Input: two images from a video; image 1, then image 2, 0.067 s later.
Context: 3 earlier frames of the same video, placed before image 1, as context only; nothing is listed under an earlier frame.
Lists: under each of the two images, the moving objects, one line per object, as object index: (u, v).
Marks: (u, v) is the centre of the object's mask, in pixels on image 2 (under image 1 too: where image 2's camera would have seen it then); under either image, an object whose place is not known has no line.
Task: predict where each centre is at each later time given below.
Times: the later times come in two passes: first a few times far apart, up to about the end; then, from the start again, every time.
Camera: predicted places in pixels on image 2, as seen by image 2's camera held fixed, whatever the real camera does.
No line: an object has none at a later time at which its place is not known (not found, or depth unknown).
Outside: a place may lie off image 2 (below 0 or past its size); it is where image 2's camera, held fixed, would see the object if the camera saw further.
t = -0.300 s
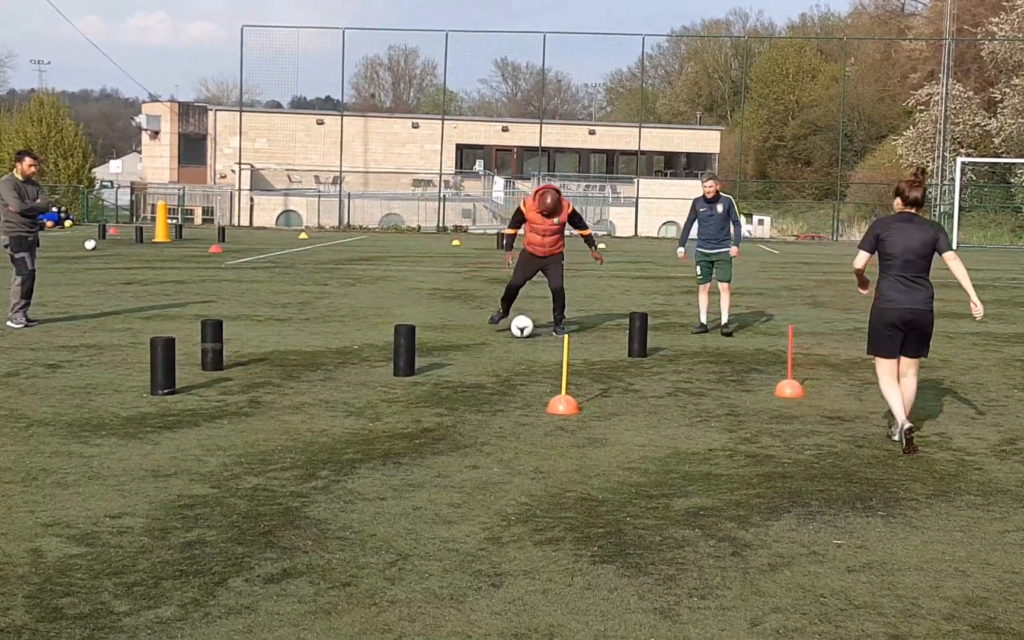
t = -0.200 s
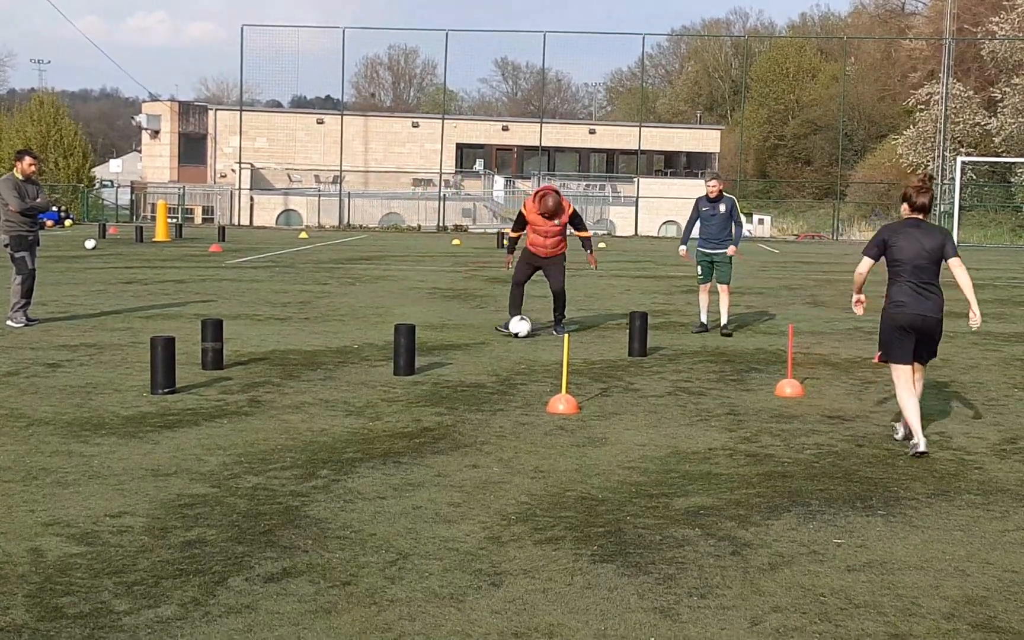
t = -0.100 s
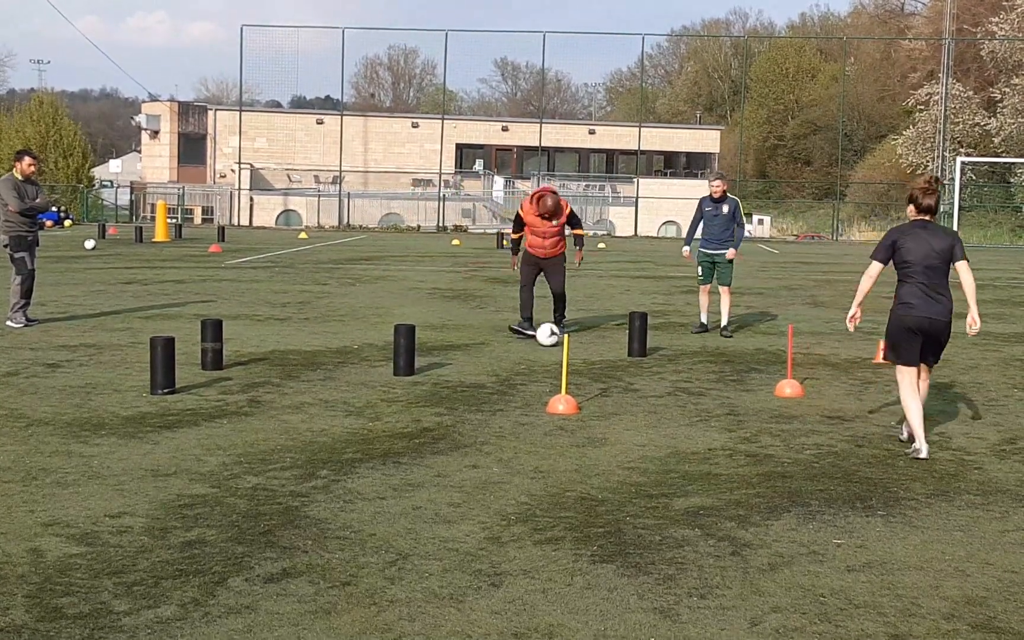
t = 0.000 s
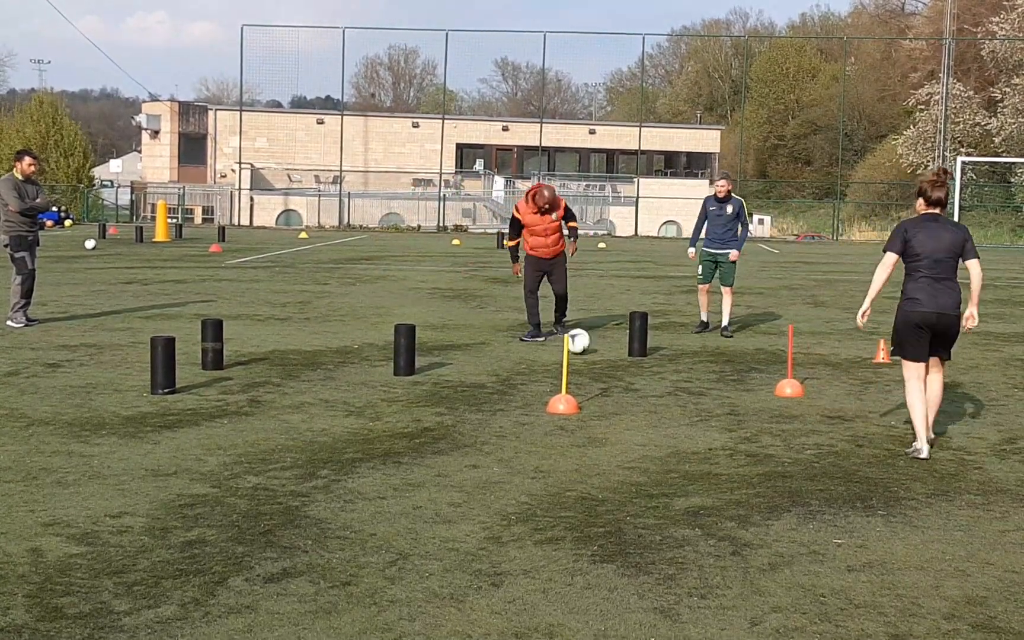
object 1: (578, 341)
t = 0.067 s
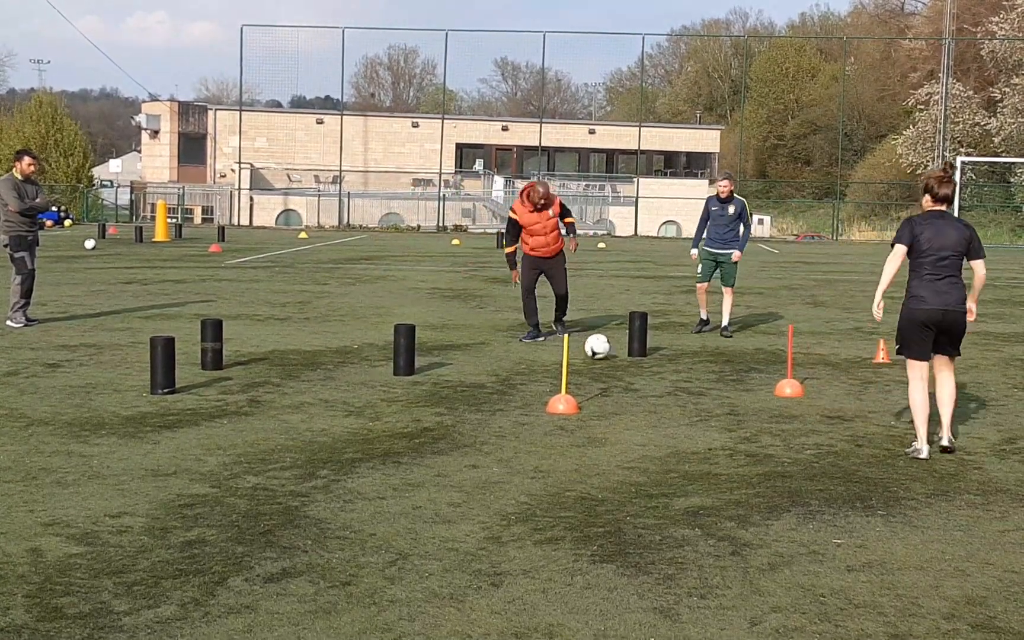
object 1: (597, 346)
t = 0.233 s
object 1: (646, 359)
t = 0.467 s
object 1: (711, 375)
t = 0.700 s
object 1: (780, 395)
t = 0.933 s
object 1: (857, 415)
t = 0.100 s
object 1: (607, 348)
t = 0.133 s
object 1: (617, 351)
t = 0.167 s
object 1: (627, 354)
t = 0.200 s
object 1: (637, 356)
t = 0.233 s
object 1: (646, 359)
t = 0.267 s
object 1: (656, 362)
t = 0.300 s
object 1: (665, 363)
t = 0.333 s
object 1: (675, 366)
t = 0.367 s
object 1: (684, 369)
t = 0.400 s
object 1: (694, 372)
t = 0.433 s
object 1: (702, 373)
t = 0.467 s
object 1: (711, 375)
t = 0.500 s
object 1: (721, 377)
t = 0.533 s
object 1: (731, 382)
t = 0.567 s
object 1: (740, 383)
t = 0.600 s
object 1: (750, 385)
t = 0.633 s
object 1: (759, 387)
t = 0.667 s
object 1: (770, 392)
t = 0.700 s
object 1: (780, 395)
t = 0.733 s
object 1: (790, 397)
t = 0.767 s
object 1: (801, 400)
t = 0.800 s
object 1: (812, 404)
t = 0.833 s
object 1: (823, 406)
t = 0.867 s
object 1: (834, 410)
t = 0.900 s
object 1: (845, 412)
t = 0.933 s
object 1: (857, 415)
